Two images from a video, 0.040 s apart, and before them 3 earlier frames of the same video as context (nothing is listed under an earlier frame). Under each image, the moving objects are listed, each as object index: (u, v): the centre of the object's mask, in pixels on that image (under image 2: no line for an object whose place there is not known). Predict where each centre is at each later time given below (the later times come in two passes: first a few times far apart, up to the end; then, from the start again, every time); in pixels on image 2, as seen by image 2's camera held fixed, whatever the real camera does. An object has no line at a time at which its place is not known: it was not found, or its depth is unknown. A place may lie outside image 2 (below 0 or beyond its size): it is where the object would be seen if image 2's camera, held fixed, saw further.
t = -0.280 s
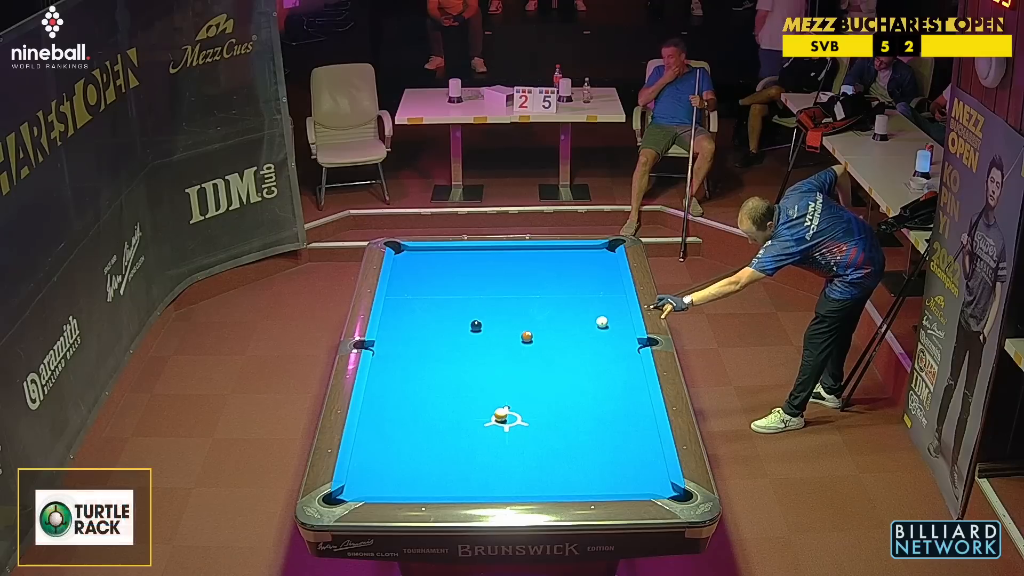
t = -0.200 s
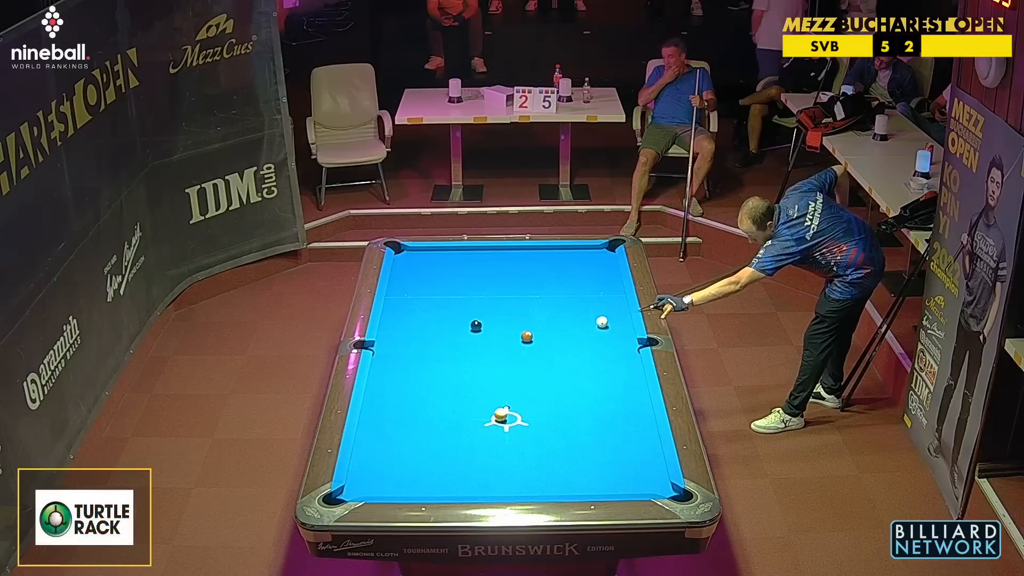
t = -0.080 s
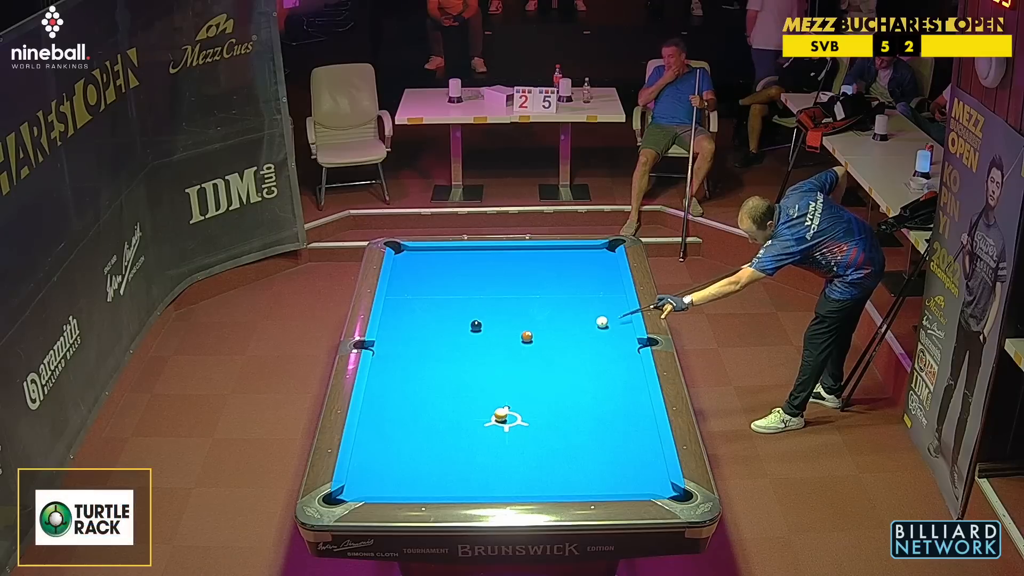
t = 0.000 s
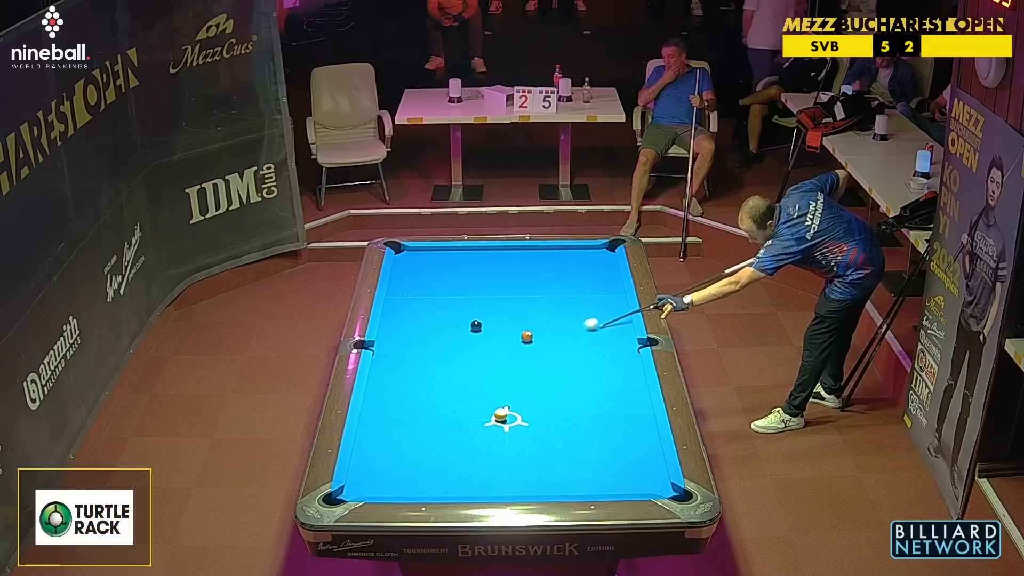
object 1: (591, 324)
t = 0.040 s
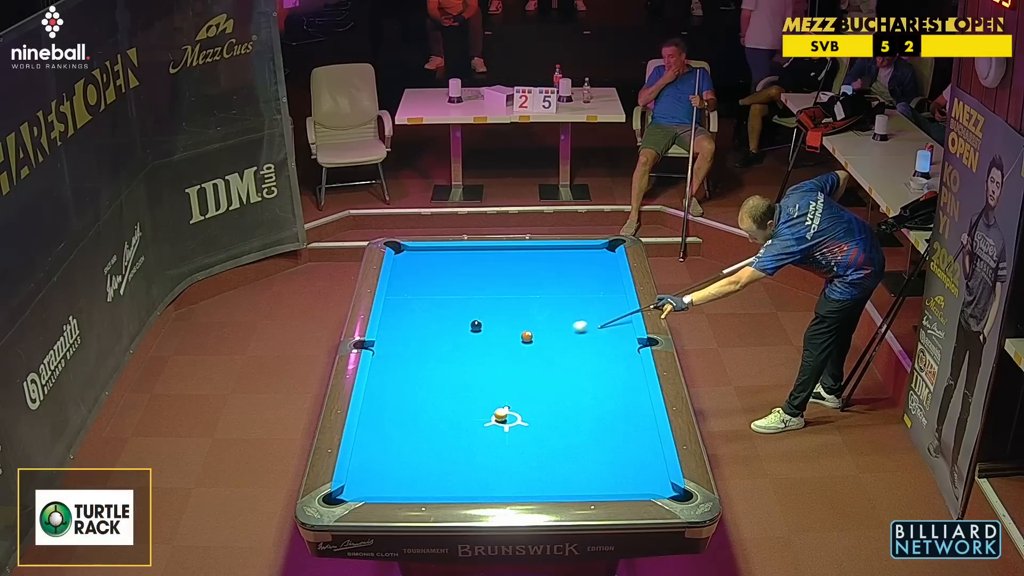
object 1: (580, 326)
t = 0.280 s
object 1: (539, 337)
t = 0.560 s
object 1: (542, 343)
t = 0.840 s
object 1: (545, 347)
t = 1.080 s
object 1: (547, 351)
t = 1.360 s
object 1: (550, 356)
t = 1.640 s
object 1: (552, 358)
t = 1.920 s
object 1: (553, 361)
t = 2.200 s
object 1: (554, 365)
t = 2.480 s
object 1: (555, 367)
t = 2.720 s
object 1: (555, 368)
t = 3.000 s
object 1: (556, 369)
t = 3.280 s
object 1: (556, 369)
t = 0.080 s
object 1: (569, 329)
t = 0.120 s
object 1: (559, 331)
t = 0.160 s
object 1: (550, 333)
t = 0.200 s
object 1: (541, 335)
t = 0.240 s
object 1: (539, 337)
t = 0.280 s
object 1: (539, 337)
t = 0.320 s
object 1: (539, 338)
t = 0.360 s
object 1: (540, 339)
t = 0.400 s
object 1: (540, 340)
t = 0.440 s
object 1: (541, 341)
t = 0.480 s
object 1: (541, 341)
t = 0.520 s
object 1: (542, 342)
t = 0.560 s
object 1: (542, 343)
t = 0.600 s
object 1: (543, 343)
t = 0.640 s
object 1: (543, 344)
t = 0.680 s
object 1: (544, 344)
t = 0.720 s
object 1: (544, 345)
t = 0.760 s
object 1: (544, 346)
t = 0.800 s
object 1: (545, 347)
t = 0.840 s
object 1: (545, 347)
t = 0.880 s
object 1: (546, 348)
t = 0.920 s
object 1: (546, 349)
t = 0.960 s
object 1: (546, 349)
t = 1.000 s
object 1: (547, 350)
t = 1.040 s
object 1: (547, 351)
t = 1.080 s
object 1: (547, 351)
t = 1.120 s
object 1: (548, 352)
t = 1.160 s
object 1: (548, 353)
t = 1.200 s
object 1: (548, 353)
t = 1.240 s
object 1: (549, 354)
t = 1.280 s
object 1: (549, 354)
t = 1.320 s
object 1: (549, 355)
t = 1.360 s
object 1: (550, 356)
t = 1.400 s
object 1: (550, 356)
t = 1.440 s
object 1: (550, 356)
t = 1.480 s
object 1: (551, 357)
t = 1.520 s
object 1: (551, 357)
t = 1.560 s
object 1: (551, 357)
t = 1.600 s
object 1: (551, 358)
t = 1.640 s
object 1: (552, 358)
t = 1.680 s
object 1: (552, 358)
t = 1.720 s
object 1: (552, 359)
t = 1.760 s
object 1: (552, 359)
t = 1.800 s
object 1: (552, 359)
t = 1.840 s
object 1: (553, 360)
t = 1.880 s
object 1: (553, 360)
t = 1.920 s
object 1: (553, 361)
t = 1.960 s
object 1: (553, 361)
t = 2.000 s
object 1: (553, 361)
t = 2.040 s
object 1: (554, 361)
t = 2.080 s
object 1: (554, 363)
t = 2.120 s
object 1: (554, 364)
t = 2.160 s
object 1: (554, 364)
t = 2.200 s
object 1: (554, 365)
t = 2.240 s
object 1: (555, 365)
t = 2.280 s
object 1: (555, 365)
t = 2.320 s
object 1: (555, 366)
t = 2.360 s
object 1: (555, 366)
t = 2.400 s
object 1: (555, 366)
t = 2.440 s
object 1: (555, 367)
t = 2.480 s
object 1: (555, 367)
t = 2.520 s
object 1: (555, 367)
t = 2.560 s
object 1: (555, 367)
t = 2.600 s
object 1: (555, 368)
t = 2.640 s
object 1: (555, 368)
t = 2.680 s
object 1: (556, 368)
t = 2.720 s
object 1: (555, 368)
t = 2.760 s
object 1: (555, 368)
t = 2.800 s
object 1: (556, 368)
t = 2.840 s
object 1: (556, 369)
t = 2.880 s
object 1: (556, 369)
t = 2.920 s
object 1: (556, 369)
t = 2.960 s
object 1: (556, 369)
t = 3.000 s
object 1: (556, 369)
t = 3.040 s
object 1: (556, 370)
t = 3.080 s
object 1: (556, 369)
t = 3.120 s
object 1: (556, 369)
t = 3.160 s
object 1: (556, 369)
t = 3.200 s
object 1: (556, 369)
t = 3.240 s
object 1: (556, 369)
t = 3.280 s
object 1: (556, 369)
